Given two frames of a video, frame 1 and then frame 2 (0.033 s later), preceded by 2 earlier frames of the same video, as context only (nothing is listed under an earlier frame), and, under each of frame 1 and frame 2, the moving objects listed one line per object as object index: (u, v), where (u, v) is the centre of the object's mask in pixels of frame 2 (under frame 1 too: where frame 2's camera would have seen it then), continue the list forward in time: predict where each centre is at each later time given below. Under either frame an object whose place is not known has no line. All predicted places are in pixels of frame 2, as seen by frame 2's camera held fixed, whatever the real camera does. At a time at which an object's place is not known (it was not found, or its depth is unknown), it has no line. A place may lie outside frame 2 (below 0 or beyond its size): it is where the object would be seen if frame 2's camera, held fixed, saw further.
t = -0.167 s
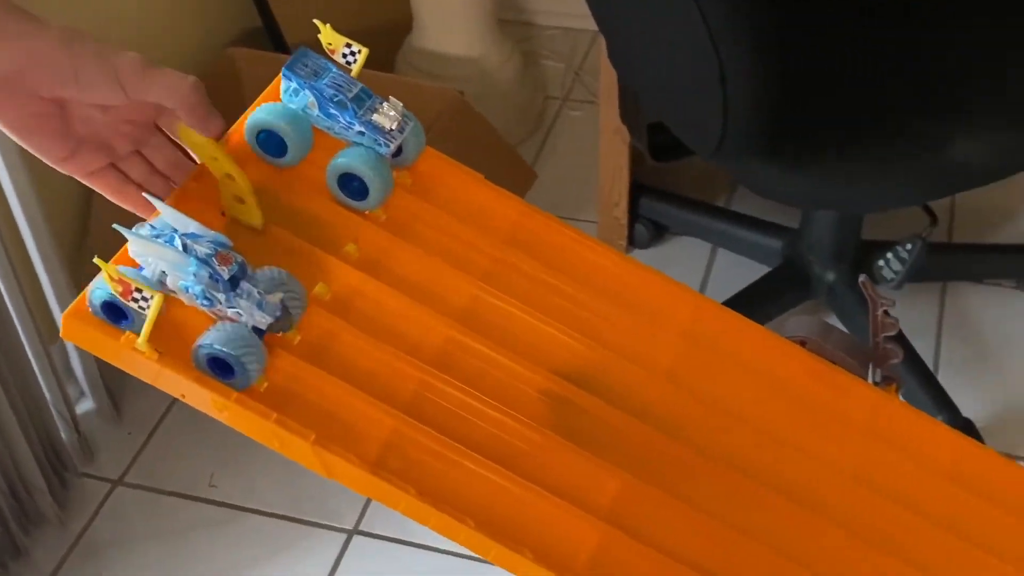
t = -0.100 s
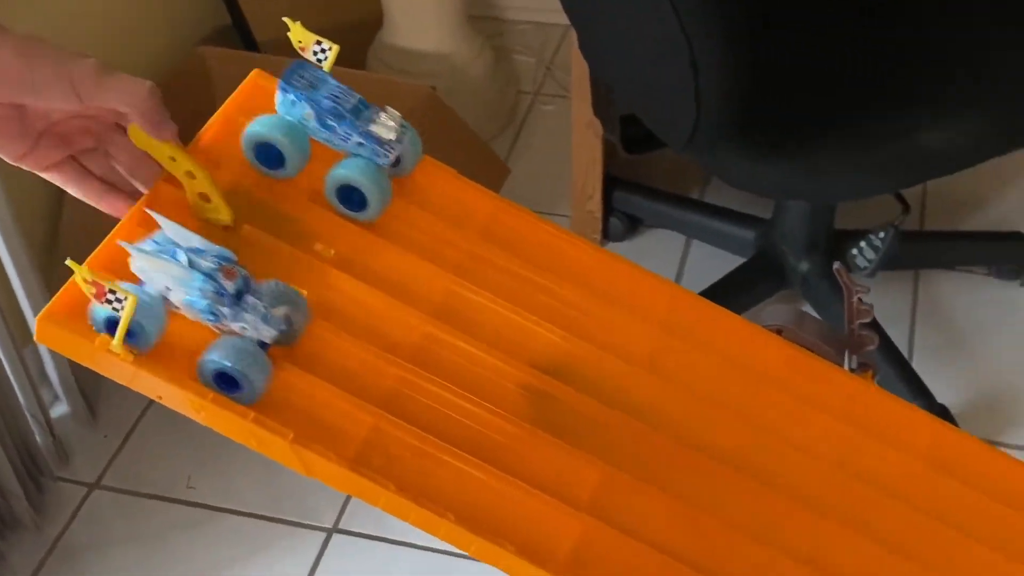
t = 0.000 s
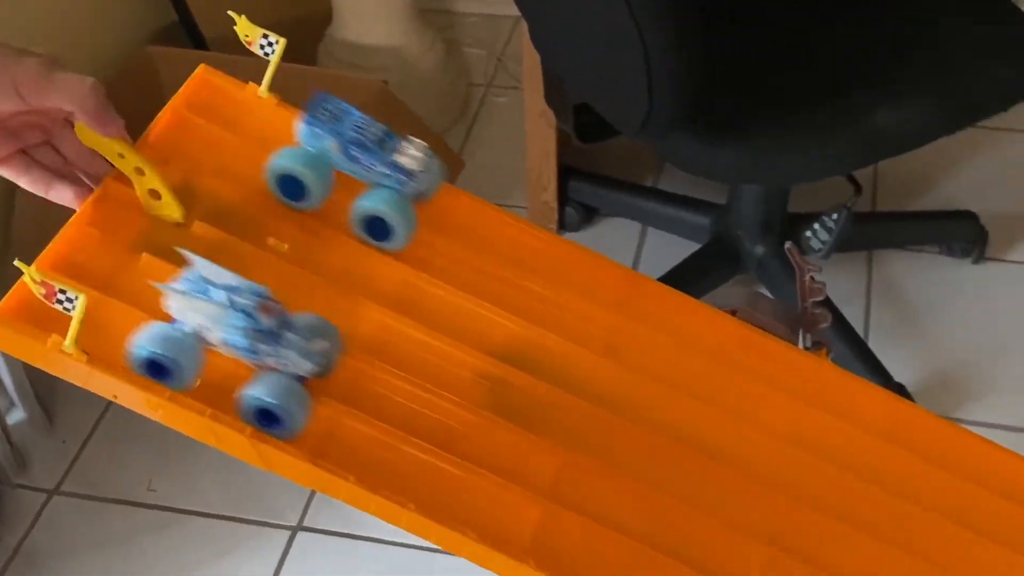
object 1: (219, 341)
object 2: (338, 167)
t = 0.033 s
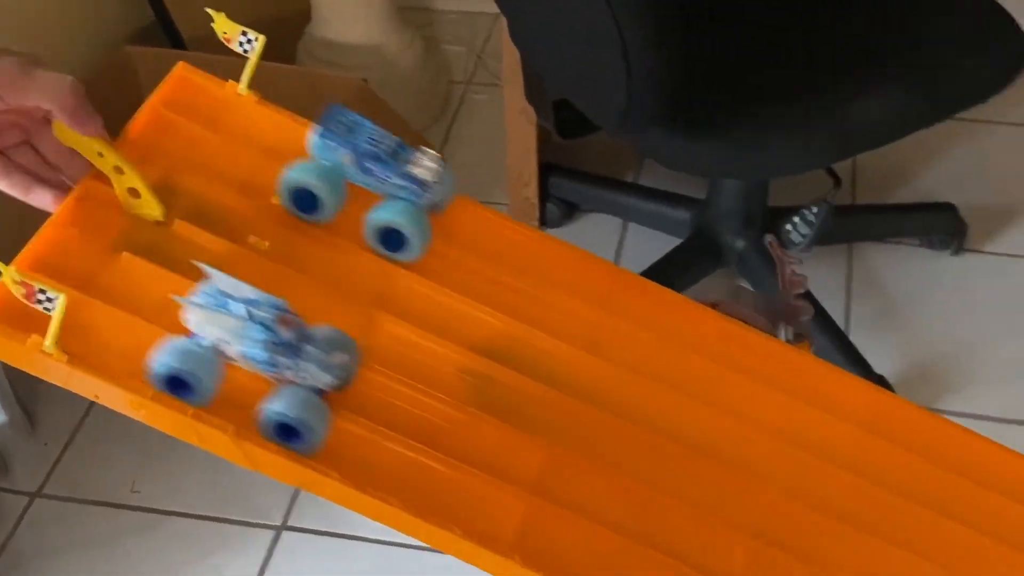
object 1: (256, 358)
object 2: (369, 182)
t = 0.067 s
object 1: (296, 376)
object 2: (405, 199)
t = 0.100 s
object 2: (446, 219)
